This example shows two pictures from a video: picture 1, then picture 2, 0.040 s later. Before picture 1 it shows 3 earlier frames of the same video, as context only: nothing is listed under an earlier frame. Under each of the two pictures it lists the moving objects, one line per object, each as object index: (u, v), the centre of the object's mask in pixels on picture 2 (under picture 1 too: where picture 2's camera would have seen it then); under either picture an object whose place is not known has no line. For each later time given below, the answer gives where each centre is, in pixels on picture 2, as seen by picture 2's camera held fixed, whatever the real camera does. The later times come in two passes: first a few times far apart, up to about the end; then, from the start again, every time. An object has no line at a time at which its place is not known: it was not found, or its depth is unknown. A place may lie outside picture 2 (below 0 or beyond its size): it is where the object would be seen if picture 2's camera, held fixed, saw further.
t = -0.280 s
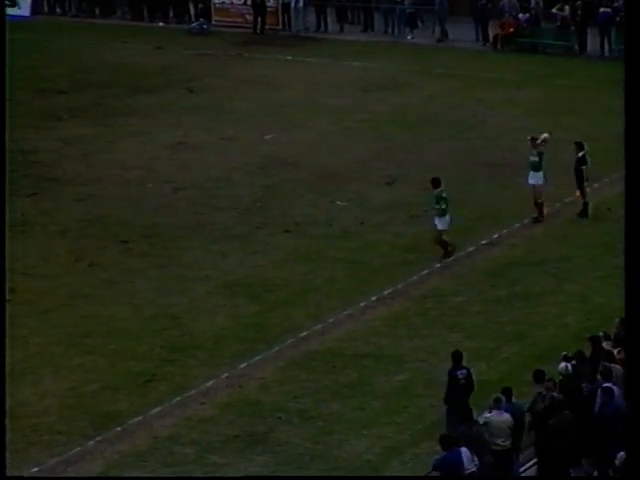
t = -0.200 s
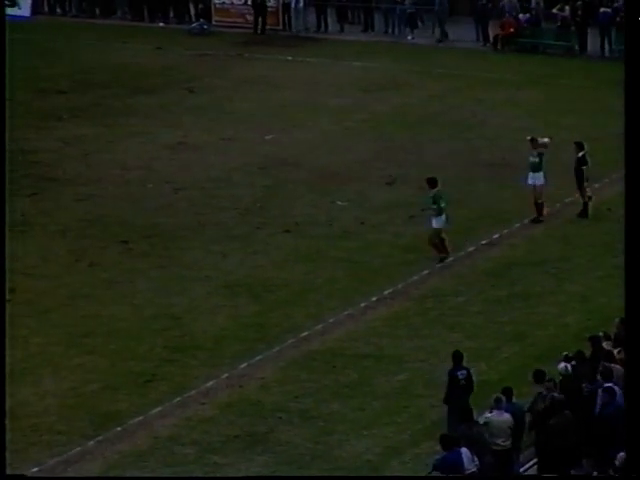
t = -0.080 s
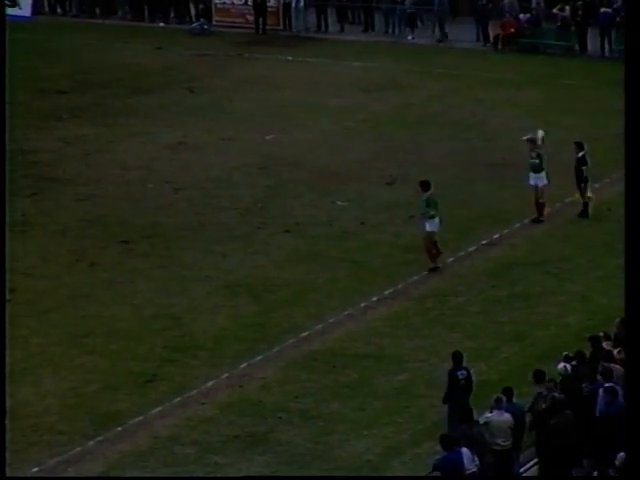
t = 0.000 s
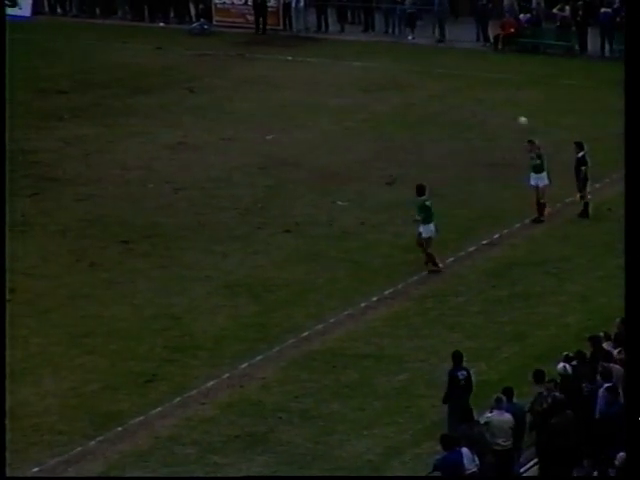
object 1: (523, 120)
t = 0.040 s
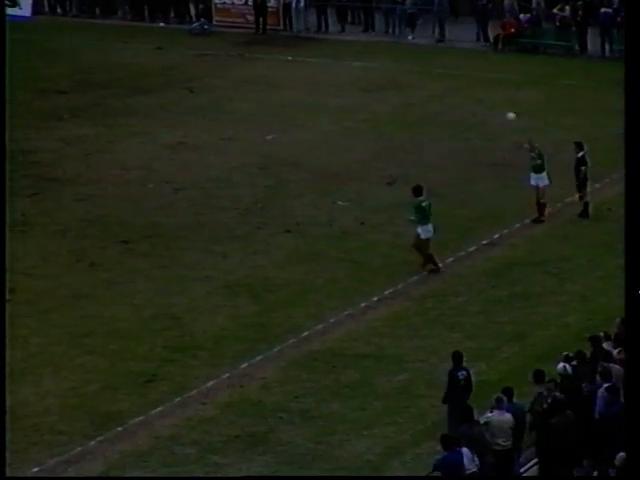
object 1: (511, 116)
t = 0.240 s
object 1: (450, 106)
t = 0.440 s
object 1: (388, 110)
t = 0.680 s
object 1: (310, 140)
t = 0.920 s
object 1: (233, 194)
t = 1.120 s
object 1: (167, 260)
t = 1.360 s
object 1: (110, 294)
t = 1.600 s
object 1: (76, 280)
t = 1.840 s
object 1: (45, 296)
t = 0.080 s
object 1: (499, 112)
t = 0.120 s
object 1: (487, 110)
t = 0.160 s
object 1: (474, 108)
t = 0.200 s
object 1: (463, 106)
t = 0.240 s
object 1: (450, 106)
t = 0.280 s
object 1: (437, 105)
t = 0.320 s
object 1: (424, 107)
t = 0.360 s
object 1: (411, 107)
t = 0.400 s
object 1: (402, 109)
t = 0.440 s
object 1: (388, 110)
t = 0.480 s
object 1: (375, 115)
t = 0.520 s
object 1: (362, 119)
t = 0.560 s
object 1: (348, 123)
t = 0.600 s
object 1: (336, 128)
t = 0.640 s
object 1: (323, 134)
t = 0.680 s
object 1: (310, 140)
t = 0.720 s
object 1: (298, 148)
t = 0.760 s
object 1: (285, 155)
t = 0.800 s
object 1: (272, 165)
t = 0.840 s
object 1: (259, 174)
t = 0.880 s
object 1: (246, 184)
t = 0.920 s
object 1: (233, 194)
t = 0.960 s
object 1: (220, 206)
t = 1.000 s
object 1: (207, 218)
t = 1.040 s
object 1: (193, 231)
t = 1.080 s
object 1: (180, 246)
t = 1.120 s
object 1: (167, 260)
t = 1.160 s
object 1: (154, 275)
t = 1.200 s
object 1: (141, 292)
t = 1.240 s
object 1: (128, 309)
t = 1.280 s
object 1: (121, 305)
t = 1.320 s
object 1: (116, 299)
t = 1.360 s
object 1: (110, 294)
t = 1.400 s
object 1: (104, 289)
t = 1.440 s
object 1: (98, 286)
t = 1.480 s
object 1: (94, 283)
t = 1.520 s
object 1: (88, 281)
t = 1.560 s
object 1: (82, 280)
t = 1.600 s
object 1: (76, 280)
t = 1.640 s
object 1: (71, 280)
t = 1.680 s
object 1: (66, 282)
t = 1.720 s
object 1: (60, 284)
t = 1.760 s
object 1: (55, 288)
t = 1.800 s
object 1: (50, 291)
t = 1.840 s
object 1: (45, 296)
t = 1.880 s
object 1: (40, 301)
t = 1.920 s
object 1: (34, 309)
